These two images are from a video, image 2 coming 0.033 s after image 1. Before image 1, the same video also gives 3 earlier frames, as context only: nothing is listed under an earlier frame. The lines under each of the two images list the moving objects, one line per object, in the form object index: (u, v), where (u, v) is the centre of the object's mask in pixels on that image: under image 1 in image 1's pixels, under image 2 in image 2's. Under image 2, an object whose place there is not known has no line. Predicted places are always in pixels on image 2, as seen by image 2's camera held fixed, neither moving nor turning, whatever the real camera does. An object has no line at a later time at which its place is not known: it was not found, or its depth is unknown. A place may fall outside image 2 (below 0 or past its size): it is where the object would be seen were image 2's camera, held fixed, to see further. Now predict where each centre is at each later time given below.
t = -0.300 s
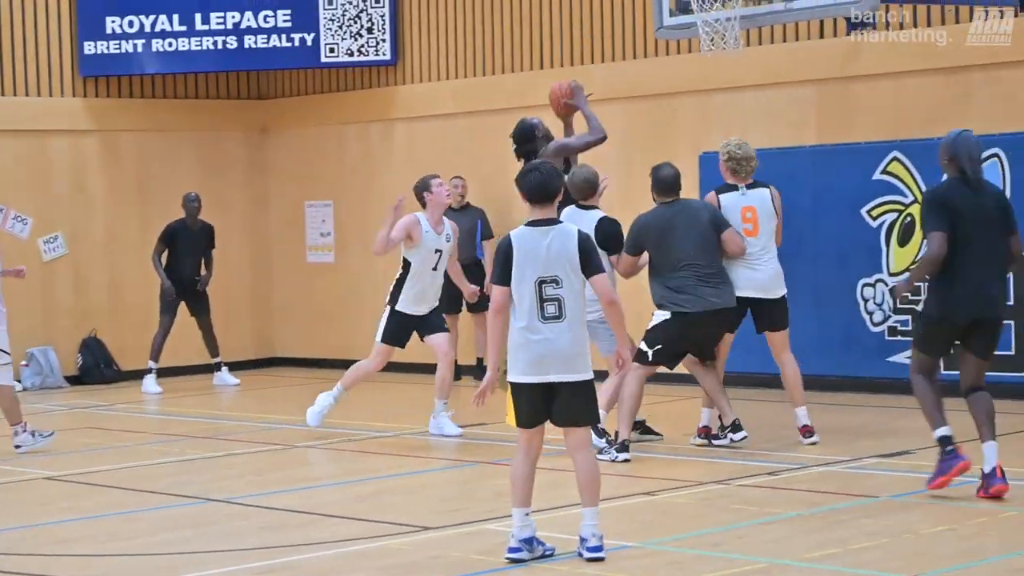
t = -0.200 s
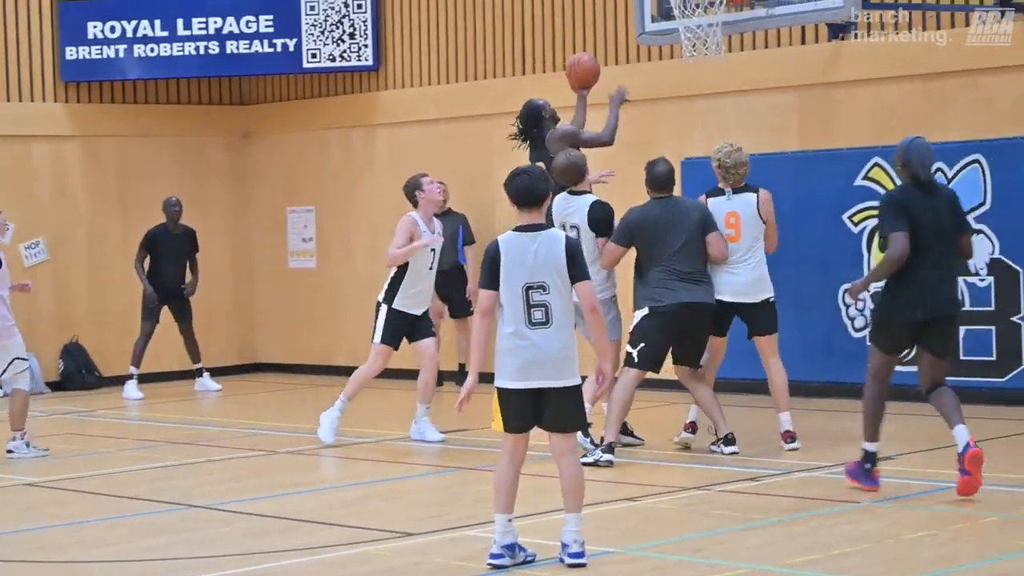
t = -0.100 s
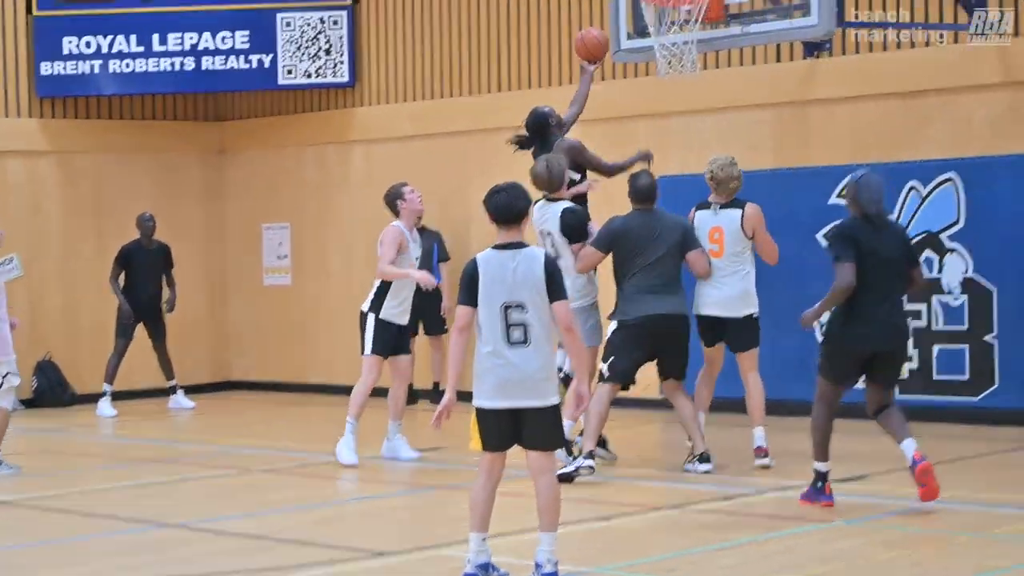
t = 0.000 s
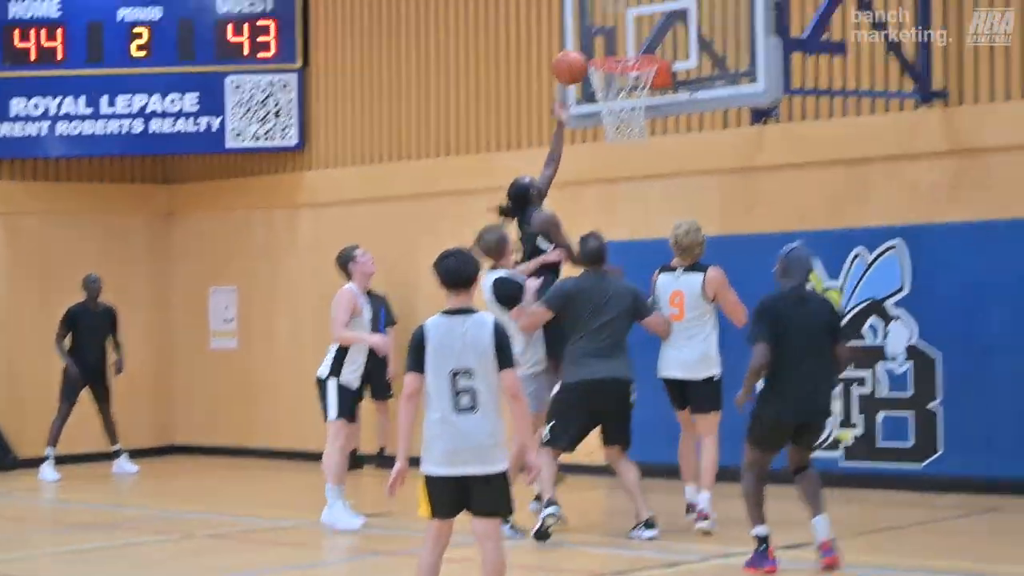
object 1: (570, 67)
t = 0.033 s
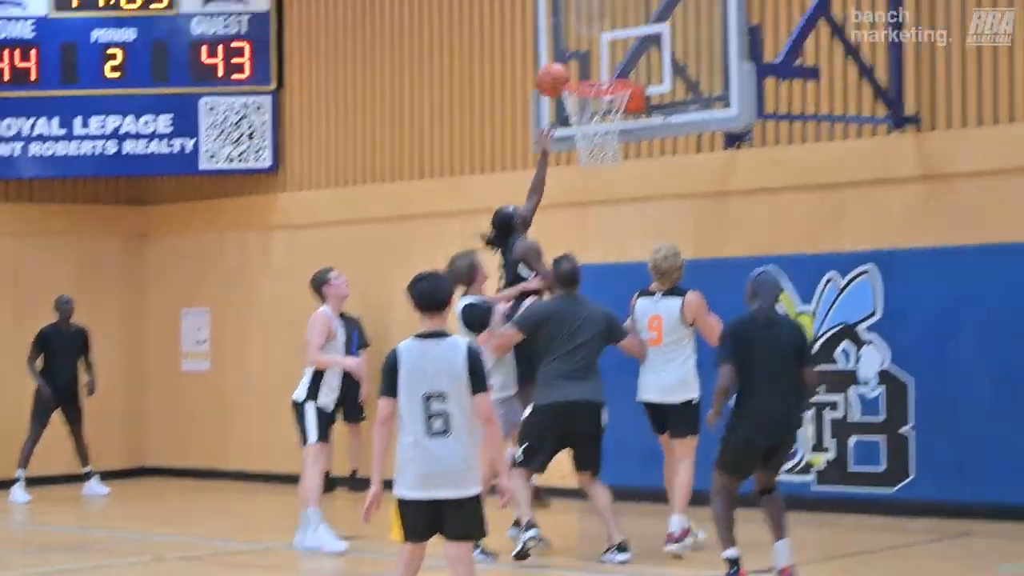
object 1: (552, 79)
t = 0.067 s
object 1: (565, 69)
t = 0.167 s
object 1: (593, 50)
